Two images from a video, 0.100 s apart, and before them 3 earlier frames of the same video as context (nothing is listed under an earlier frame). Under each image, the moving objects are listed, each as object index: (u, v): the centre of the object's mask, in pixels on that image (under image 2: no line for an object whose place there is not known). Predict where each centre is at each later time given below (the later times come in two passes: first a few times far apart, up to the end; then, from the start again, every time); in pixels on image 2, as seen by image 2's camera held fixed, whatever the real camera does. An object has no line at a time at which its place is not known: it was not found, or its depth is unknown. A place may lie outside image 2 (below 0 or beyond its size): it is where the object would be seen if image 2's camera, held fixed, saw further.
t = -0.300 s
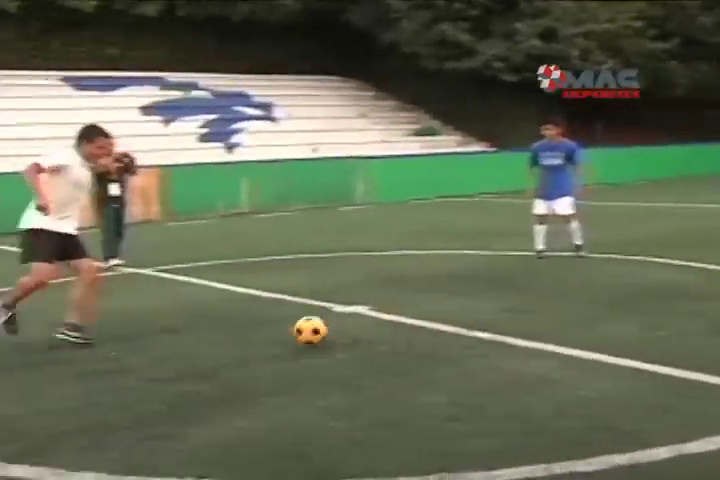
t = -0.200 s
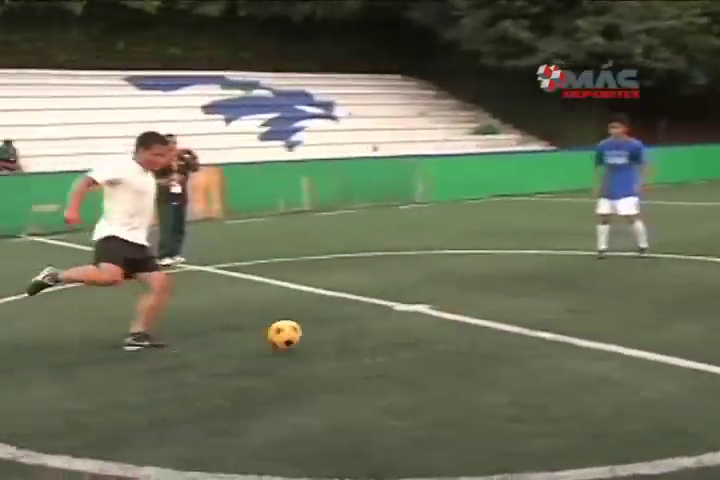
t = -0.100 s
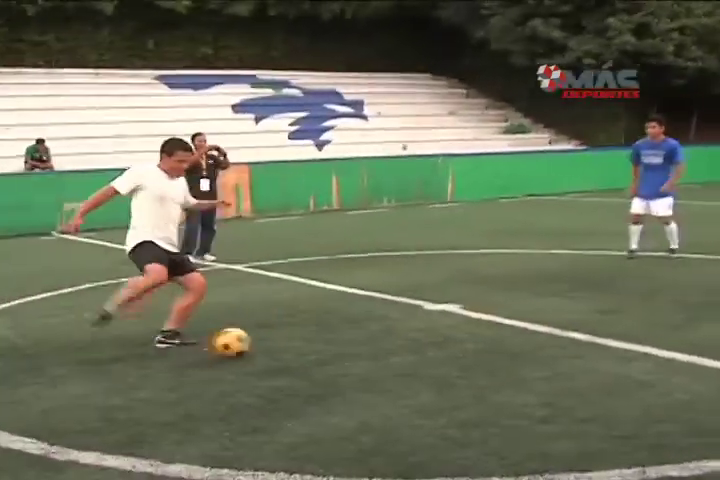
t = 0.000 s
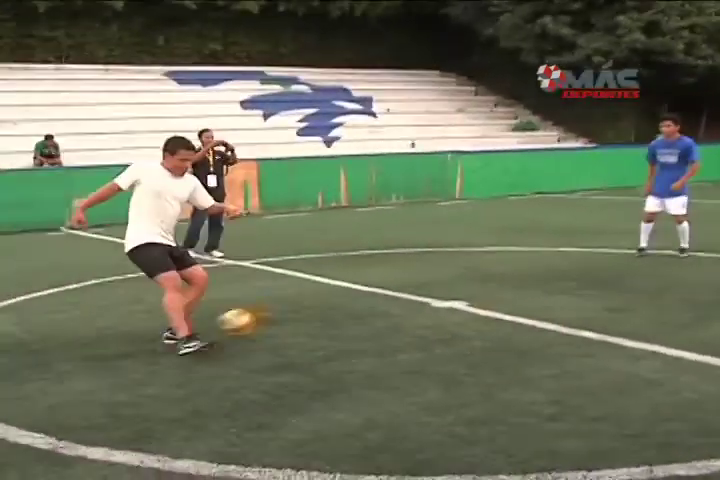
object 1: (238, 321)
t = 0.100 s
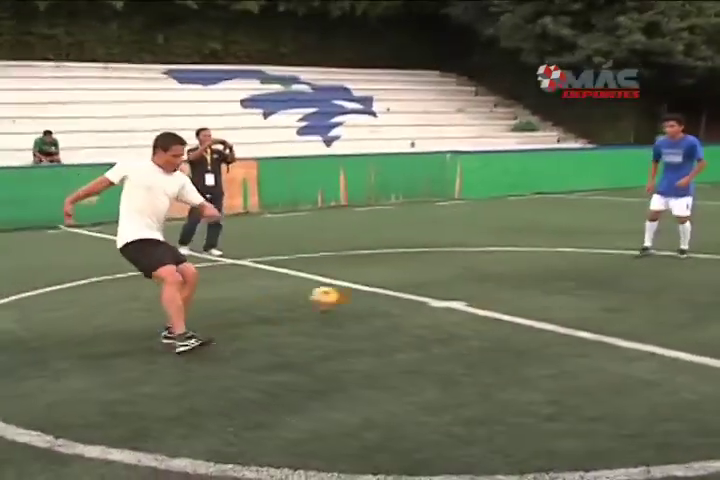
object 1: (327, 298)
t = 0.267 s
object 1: (428, 279)
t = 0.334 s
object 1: (454, 267)
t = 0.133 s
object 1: (351, 294)
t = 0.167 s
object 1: (374, 292)
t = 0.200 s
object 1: (396, 290)
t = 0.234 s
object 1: (414, 289)
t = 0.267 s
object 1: (428, 279)
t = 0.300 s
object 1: (442, 274)
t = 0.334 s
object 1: (454, 267)
